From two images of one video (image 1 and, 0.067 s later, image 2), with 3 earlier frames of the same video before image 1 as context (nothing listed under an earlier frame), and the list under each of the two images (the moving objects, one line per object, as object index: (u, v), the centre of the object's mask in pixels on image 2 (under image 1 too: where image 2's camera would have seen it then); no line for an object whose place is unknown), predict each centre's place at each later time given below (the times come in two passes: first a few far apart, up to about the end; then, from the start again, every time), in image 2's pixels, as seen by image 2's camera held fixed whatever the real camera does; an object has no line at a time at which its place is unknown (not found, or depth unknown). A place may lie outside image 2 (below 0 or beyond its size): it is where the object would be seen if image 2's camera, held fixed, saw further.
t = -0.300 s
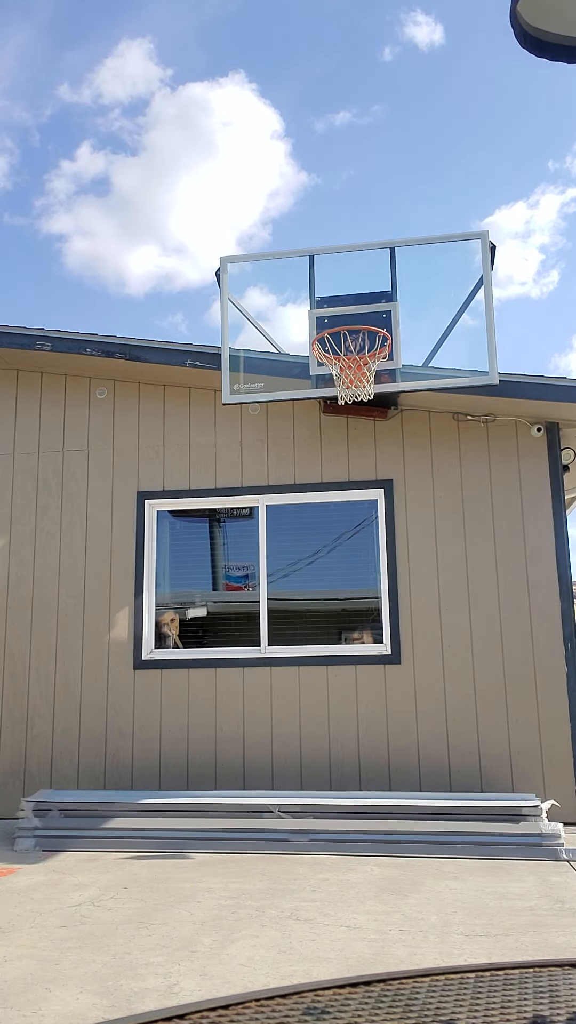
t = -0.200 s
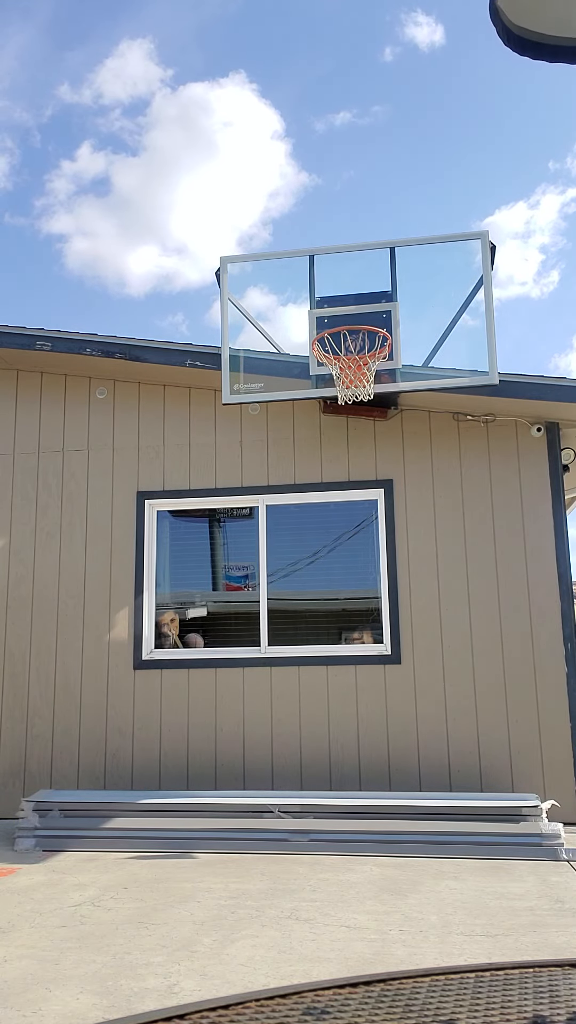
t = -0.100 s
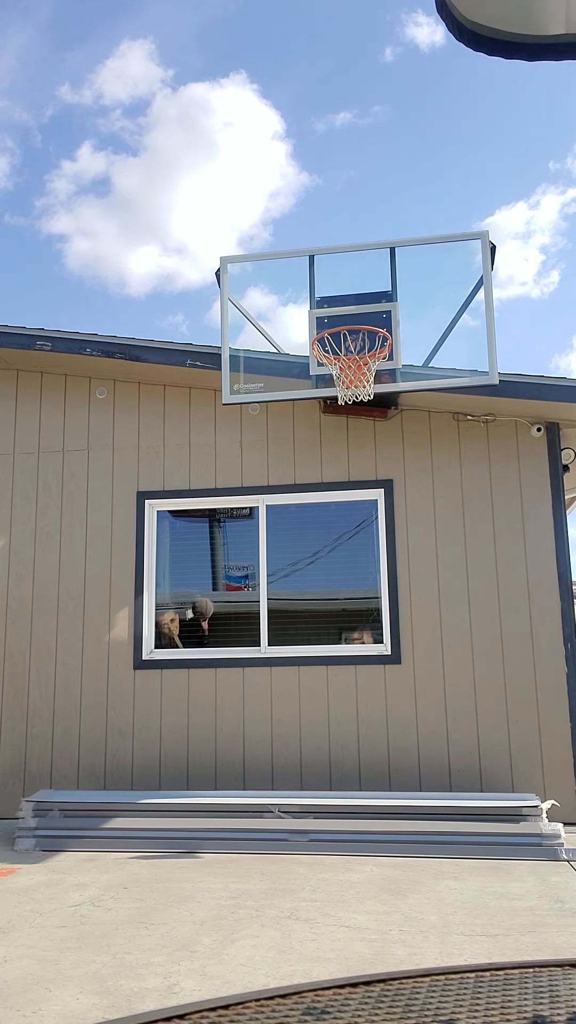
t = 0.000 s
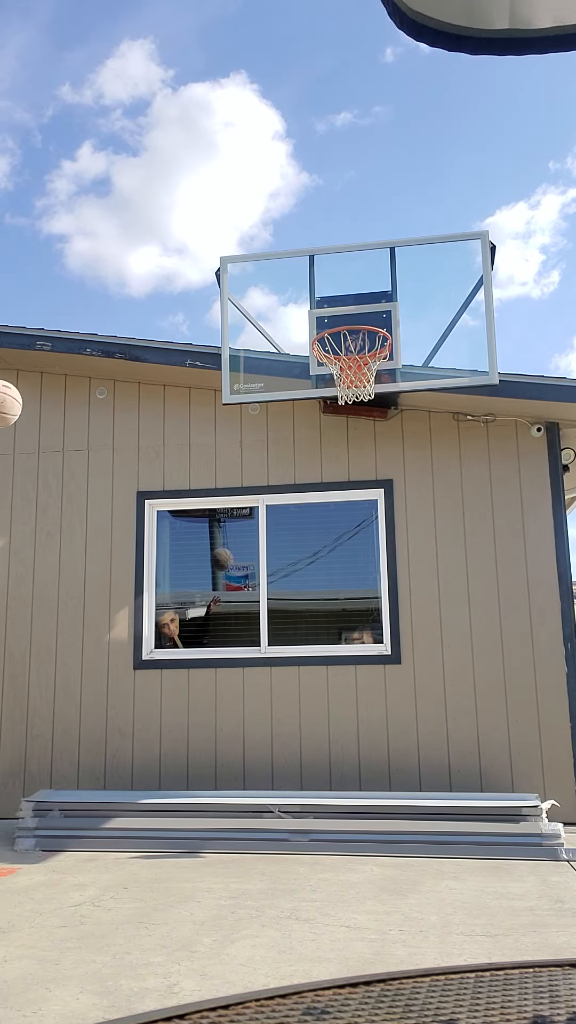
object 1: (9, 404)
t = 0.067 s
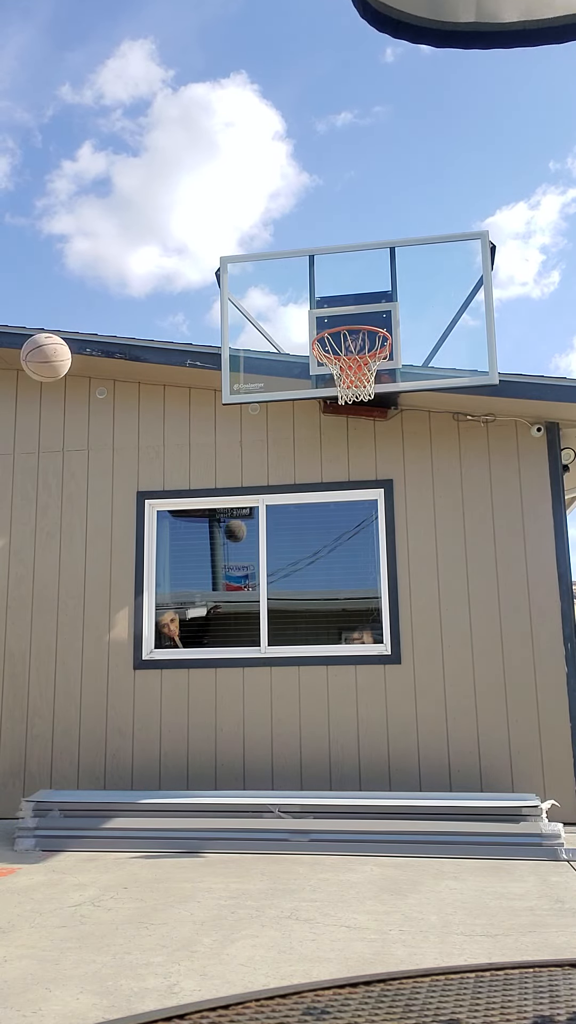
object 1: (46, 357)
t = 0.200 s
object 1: (135, 300)
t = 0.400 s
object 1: (245, 280)
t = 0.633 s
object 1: (352, 337)
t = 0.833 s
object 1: (355, 415)
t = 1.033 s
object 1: (330, 534)
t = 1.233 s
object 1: (306, 724)
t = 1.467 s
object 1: (249, 837)
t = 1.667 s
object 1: (166, 872)
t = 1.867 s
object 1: (31, 942)
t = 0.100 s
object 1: (69, 339)
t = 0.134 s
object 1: (92, 323)
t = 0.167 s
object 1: (114, 310)
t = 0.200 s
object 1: (135, 300)
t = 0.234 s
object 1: (154, 291)
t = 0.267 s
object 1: (174, 285)
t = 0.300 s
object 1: (192, 281)
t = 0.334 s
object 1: (211, 279)
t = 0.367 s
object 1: (228, 279)
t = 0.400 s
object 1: (245, 280)
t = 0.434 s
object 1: (261, 284)
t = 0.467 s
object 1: (277, 289)
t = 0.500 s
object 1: (293, 295)
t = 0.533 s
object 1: (308, 304)
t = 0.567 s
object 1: (323, 313)
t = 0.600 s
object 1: (338, 326)
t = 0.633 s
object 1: (352, 337)
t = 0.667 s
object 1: (367, 348)
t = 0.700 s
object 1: (373, 364)
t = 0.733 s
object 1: (367, 379)
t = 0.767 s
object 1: (362, 394)
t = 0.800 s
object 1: (359, 402)
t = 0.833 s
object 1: (355, 415)
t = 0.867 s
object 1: (350, 431)
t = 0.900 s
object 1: (346, 448)
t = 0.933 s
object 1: (343, 467)
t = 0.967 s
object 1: (338, 487)
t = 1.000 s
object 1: (334, 510)
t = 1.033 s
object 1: (330, 534)
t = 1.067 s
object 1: (326, 560)
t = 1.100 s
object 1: (321, 589)
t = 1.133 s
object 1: (317, 619)
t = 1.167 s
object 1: (314, 652)
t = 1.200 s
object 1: (310, 687)
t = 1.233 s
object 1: (306, 724)
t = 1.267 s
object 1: (302, 763)
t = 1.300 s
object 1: (298, 802)
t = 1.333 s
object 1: (289, 814)
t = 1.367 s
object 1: (280, 826)
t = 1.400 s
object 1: (270, 841)
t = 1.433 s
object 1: (260, 840)
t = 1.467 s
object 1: (249, 837)
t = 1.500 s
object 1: (237, 836)
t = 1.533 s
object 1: (225, 837)
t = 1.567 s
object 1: (212, 842)
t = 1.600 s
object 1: (198, 848)
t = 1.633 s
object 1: (182, 858)
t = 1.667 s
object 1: (166, 872)
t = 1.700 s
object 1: (147, 890)
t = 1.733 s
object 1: (128, 914)
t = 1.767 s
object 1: (105, 931)
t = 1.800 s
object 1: (81, 931)
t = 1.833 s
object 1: (55, 934)
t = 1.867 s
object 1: (31, 942)
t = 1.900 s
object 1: (15, 951)
